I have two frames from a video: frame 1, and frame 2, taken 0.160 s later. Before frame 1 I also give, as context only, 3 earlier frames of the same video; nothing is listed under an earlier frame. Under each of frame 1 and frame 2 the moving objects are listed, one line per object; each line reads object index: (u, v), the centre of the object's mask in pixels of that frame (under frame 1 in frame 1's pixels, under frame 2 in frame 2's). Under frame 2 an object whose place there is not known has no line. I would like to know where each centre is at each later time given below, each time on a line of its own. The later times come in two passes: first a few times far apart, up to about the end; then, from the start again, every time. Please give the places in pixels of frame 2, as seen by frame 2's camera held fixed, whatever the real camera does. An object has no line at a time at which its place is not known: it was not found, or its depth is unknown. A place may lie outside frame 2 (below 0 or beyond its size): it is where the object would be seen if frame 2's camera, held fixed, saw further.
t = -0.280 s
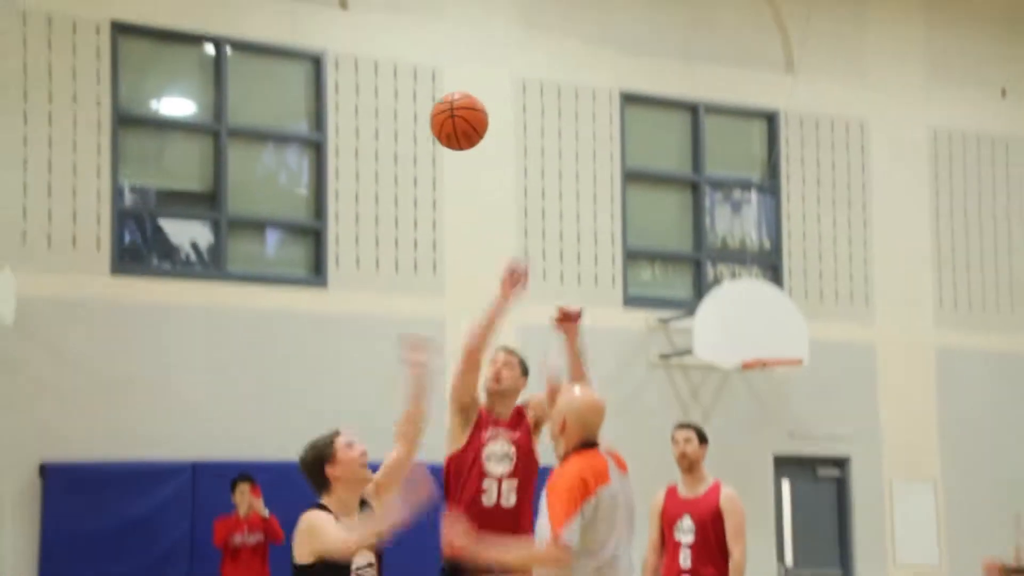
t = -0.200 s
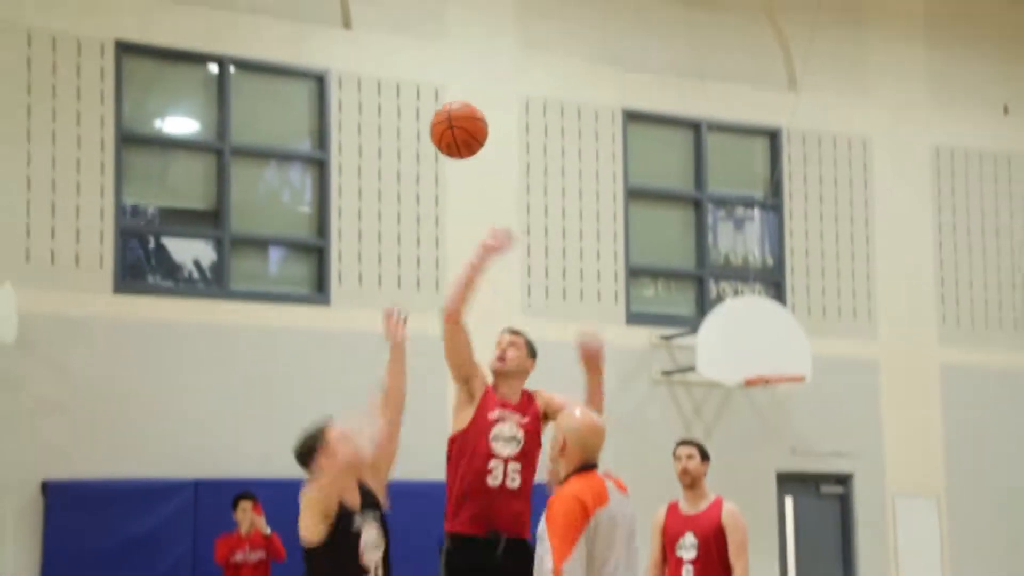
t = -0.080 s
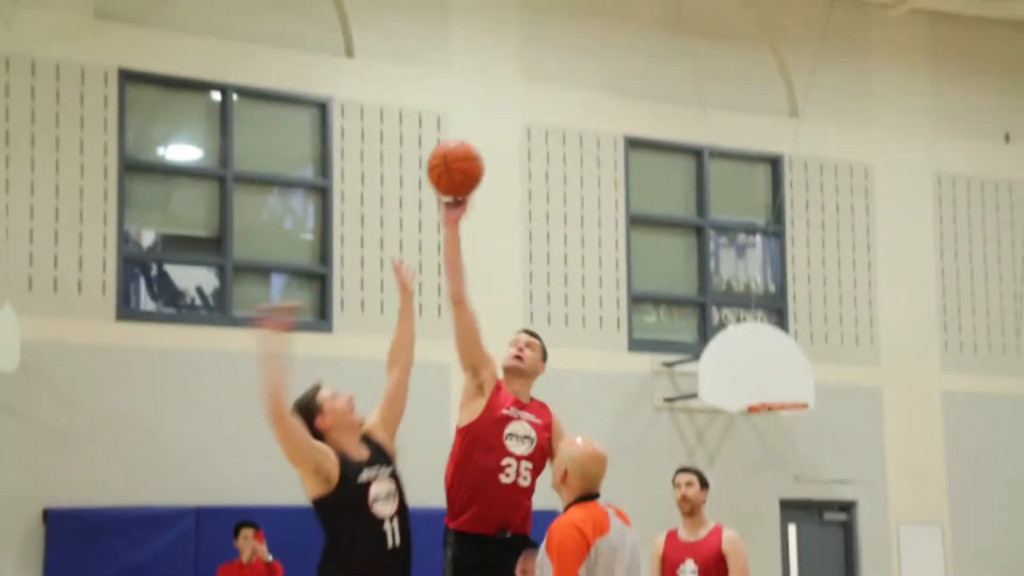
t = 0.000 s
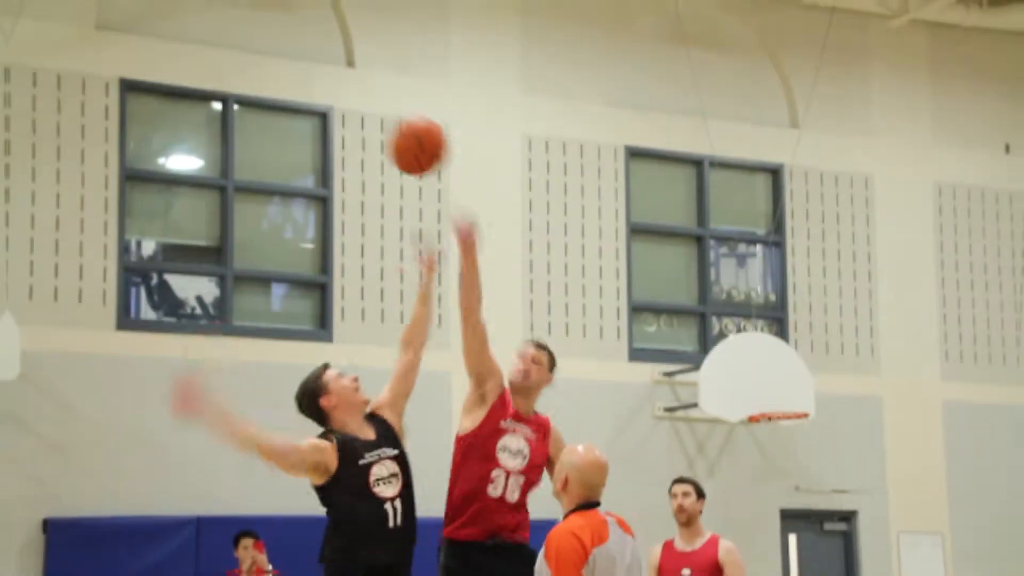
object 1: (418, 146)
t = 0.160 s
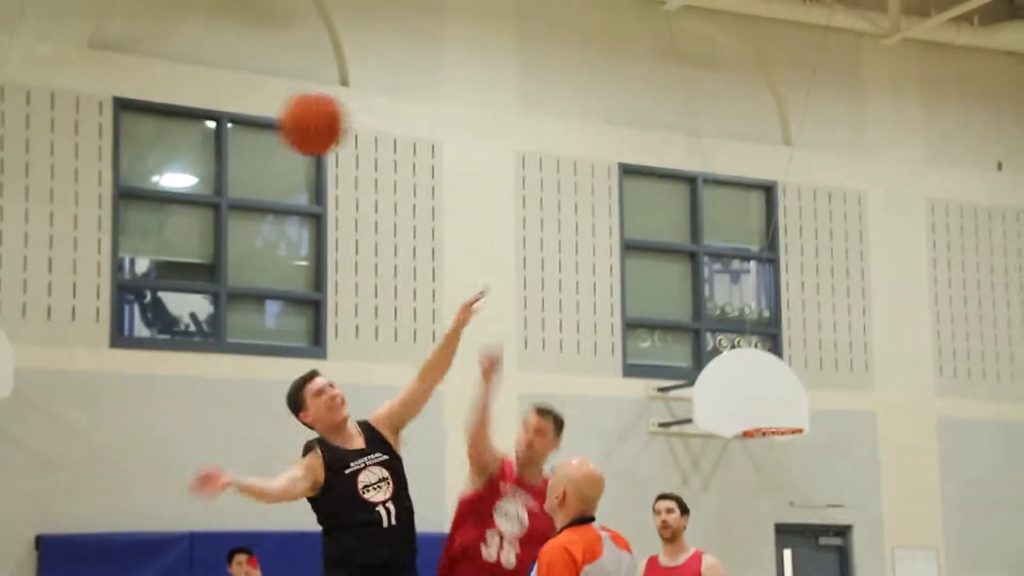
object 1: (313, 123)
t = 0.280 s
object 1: (223, 135)
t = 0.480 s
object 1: (27, 275)
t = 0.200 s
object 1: (284, 122)
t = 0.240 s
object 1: (255, 125)
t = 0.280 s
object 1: (223, 135)
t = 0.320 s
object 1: (194, 144)
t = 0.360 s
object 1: (152, 167)
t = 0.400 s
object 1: (117, 194)
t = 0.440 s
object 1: (74, 230)
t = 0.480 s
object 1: (27, 275)
